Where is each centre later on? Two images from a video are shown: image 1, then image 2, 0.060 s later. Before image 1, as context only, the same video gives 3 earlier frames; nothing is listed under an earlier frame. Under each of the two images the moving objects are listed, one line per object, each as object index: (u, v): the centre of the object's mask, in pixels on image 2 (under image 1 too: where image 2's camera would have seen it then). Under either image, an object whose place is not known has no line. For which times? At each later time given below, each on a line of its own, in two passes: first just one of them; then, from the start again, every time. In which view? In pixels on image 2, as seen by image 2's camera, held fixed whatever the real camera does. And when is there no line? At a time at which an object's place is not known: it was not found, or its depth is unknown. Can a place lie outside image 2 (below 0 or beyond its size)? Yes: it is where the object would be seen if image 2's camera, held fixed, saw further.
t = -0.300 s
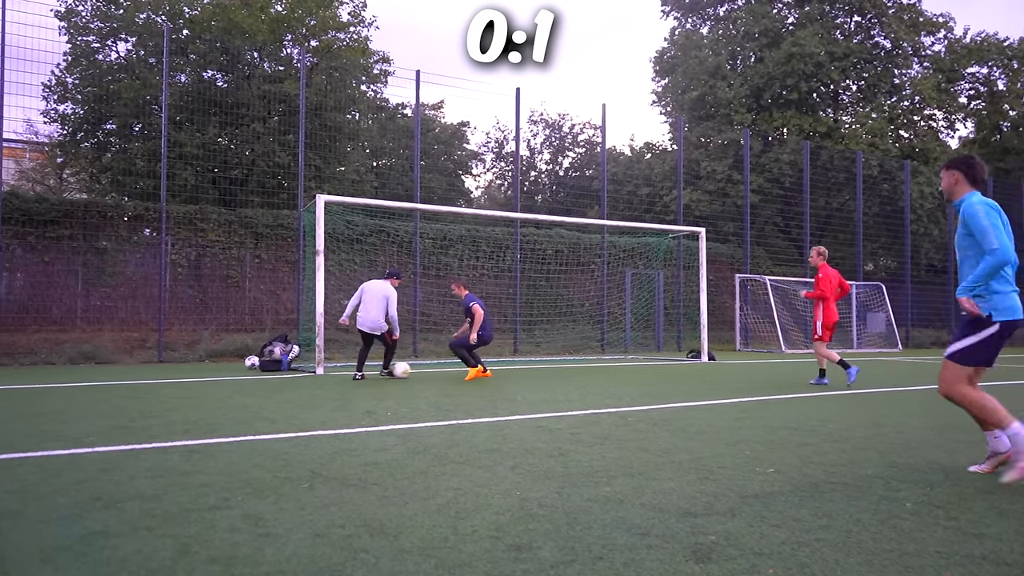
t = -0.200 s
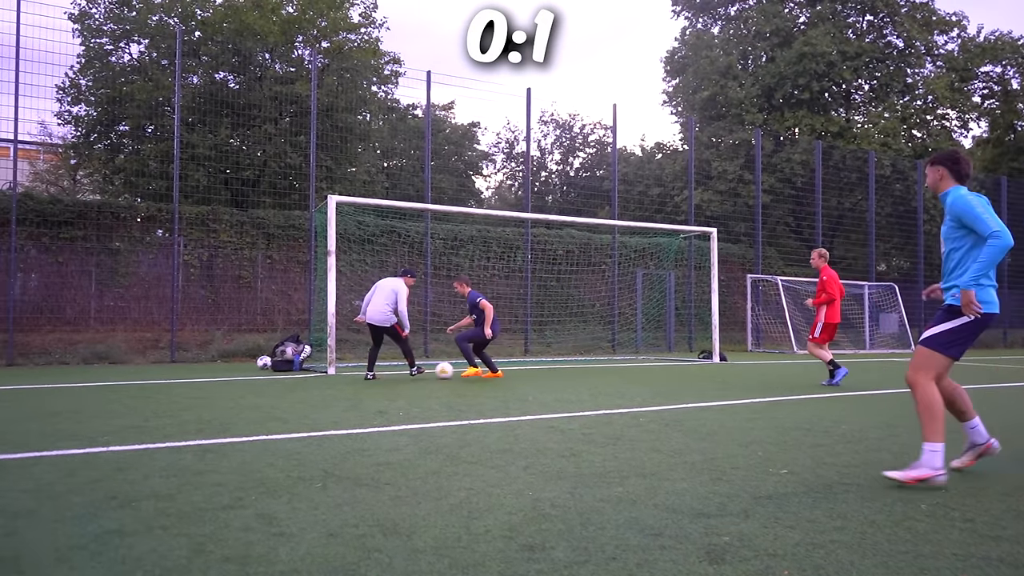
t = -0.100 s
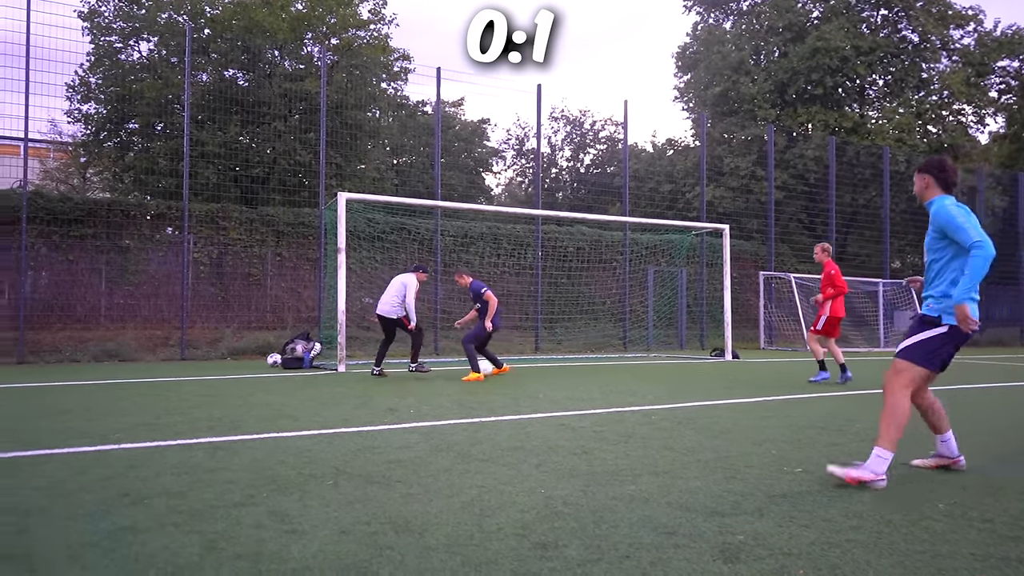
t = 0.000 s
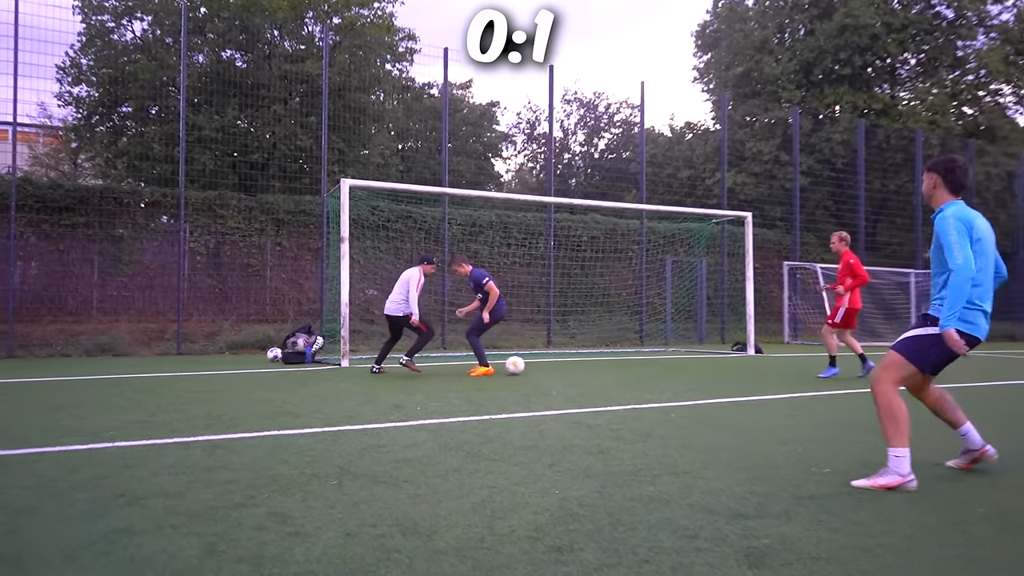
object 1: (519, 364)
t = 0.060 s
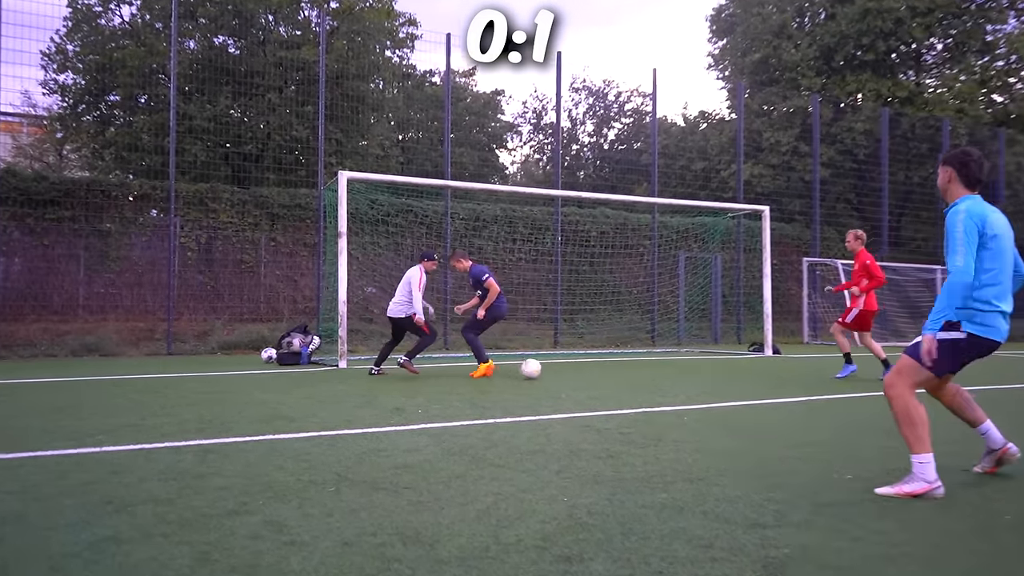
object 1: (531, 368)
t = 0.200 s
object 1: (558, 379)
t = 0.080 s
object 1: (535, 371)
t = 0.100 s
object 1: (539, 373)
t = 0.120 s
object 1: (543, 374)
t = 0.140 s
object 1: (547, 375)
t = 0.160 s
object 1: (551, 376)
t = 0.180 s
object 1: (554, 378)
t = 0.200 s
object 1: (558, 379)
